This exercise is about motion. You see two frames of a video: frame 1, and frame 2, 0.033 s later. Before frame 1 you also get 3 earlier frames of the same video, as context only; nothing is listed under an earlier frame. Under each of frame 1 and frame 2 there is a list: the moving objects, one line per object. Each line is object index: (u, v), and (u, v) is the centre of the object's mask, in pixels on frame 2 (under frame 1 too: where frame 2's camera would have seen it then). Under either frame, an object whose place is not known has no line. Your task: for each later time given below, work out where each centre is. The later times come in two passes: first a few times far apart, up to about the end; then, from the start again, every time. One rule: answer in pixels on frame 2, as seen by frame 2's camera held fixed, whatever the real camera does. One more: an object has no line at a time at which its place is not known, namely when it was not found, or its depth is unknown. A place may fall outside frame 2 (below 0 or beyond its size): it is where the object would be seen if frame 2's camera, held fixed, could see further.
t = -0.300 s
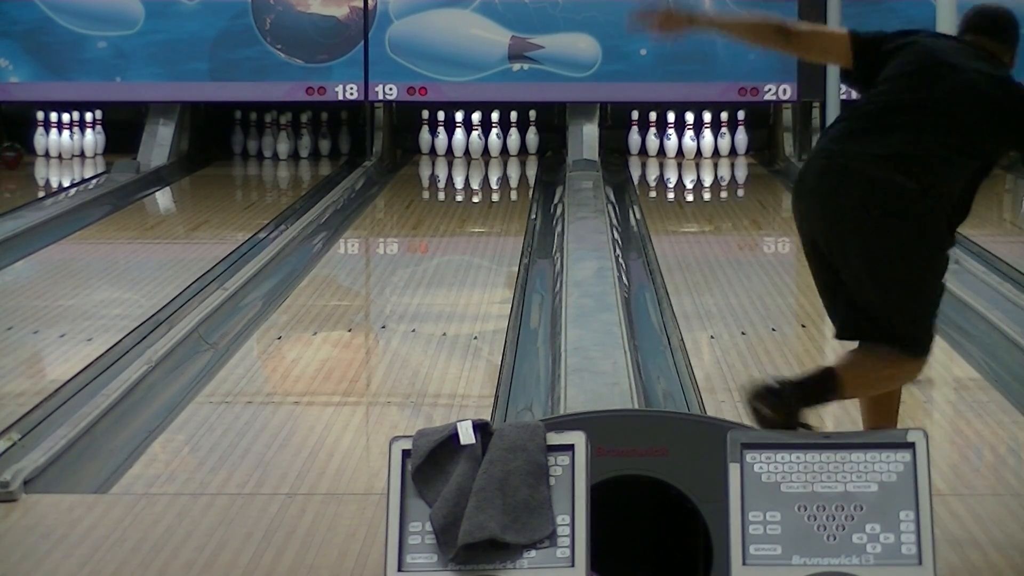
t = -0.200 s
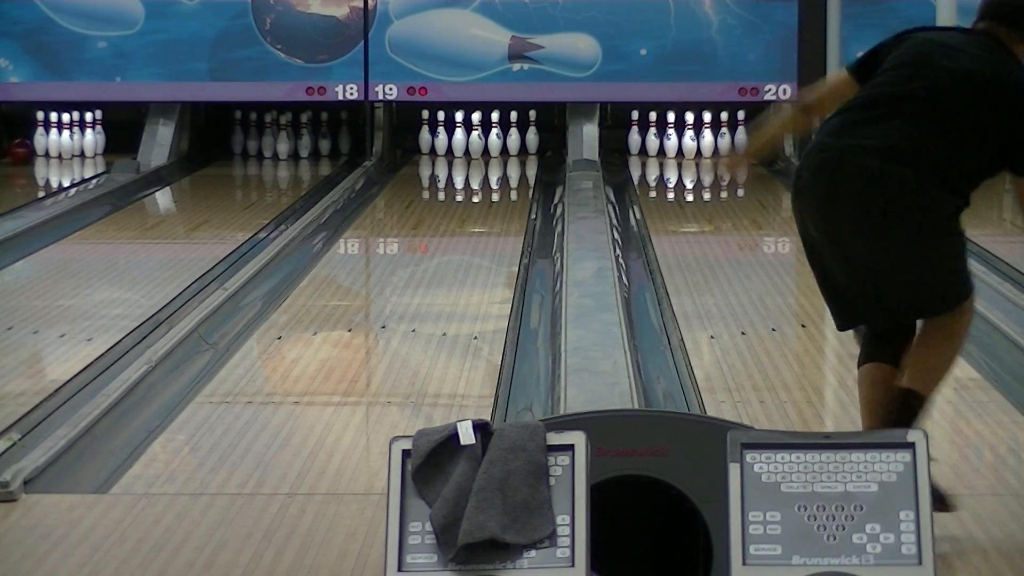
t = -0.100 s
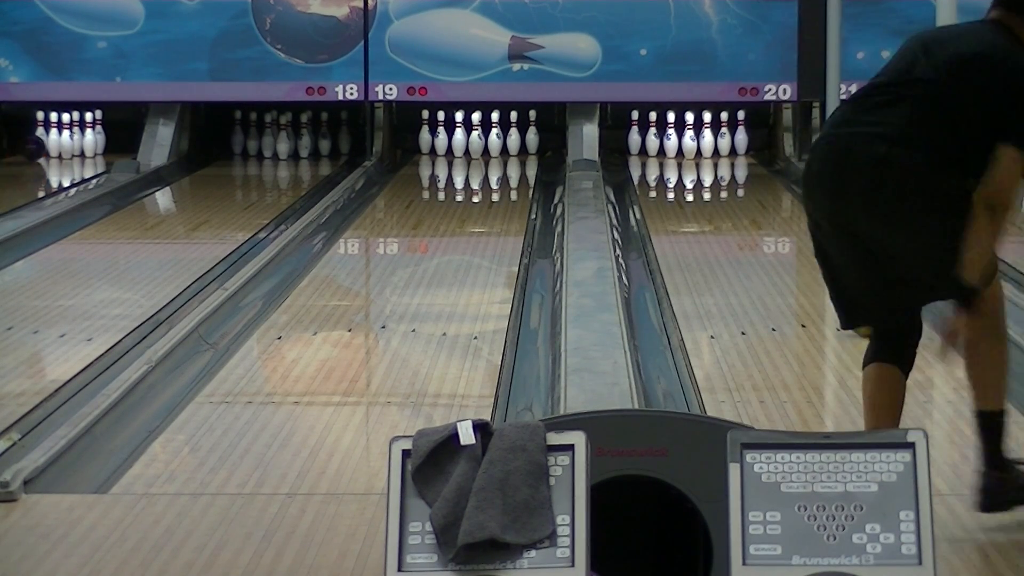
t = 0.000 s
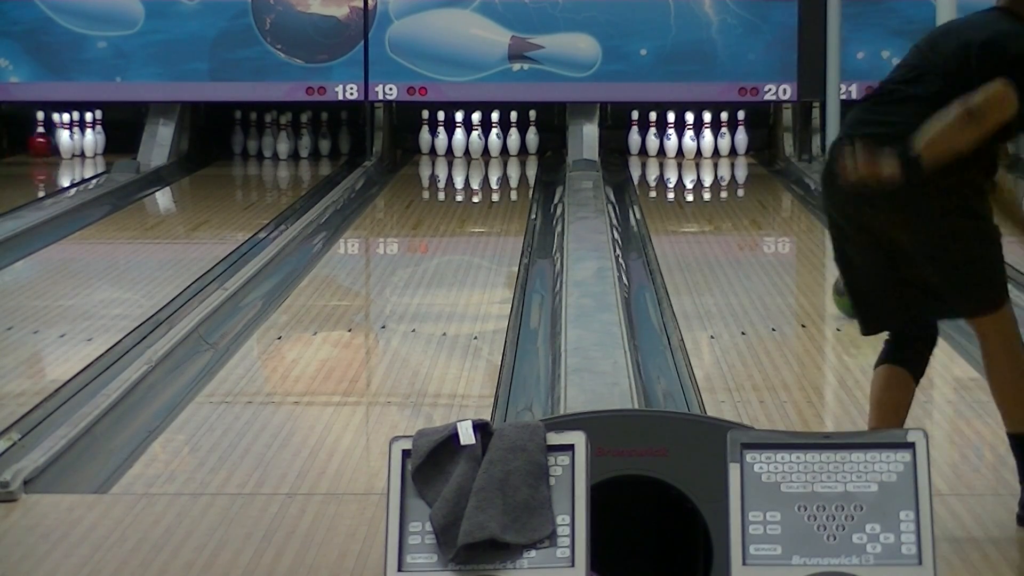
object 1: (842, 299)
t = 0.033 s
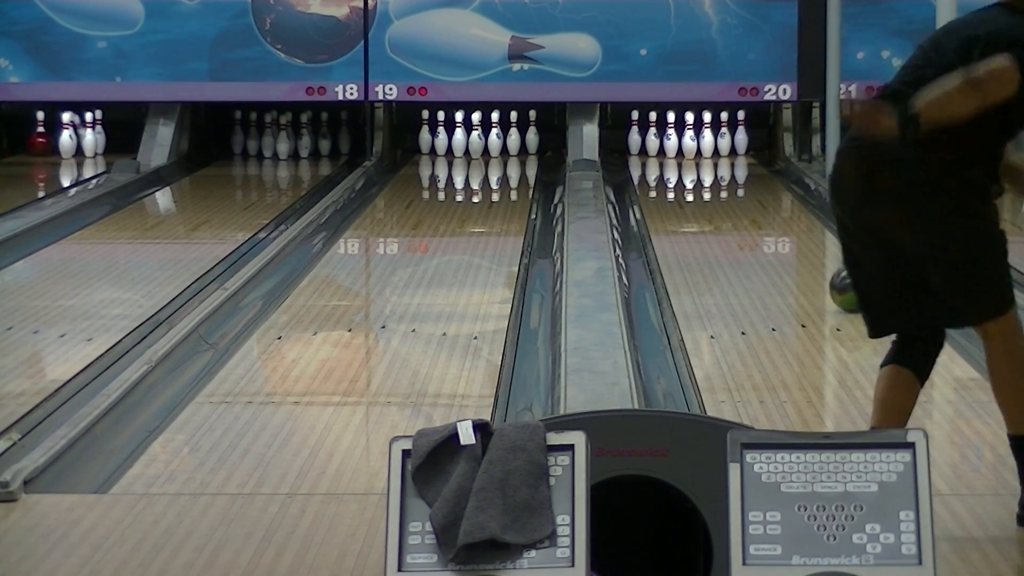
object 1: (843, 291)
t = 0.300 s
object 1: (828, 251)
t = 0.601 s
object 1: (806, 219)
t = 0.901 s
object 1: (785, 194)
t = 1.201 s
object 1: (761, 174)
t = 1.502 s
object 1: (738, 160)
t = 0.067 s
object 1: (844, 285)
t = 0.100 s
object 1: (845, 279)
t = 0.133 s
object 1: (843, 273)
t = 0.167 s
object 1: (840, 269)
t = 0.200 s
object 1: (837, 264)
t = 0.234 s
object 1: (834, 259)
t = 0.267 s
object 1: (831, 255)
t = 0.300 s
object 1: (828, 251)
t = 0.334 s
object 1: (826, 247)
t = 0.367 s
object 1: (823, 243)
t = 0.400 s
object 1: (820, 240)
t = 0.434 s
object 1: (818, 236)
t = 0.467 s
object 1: (815, 233)
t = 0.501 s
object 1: (813, 229)
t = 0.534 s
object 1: (811, 225)
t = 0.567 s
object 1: (808, 222)
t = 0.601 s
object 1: (806, 219)
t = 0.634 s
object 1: (803, 216)
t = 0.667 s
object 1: (801, 213)
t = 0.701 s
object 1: (798, 210)
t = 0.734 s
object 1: (795, 208)
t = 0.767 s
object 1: (793, 204)
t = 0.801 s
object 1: (791, 201)
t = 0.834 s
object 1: (789, 199)
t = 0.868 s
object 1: (787, 197)
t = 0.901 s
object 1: (785, 194)
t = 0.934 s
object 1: (783, 193)
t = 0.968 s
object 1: (780, 191)
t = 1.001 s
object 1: (778, 186)
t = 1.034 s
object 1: (774, 184)
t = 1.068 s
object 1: (773, 183)
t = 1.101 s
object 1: (771, 180)
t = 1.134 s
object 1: (768, 179)
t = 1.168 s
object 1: (765, 176)
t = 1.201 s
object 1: (761, 174)
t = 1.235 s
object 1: (761, 173)
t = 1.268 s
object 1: (758, 170)
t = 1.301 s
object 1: (754, 170)
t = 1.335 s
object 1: (752, 167)
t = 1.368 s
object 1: (748, 166)
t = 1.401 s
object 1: (747, 164)
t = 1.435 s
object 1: (744, 164)
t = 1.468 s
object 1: (741, 162)
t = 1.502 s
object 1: (738, 160)
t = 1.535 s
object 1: (735, 159)
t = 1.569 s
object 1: (732, 158)
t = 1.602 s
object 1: (729, 157)
